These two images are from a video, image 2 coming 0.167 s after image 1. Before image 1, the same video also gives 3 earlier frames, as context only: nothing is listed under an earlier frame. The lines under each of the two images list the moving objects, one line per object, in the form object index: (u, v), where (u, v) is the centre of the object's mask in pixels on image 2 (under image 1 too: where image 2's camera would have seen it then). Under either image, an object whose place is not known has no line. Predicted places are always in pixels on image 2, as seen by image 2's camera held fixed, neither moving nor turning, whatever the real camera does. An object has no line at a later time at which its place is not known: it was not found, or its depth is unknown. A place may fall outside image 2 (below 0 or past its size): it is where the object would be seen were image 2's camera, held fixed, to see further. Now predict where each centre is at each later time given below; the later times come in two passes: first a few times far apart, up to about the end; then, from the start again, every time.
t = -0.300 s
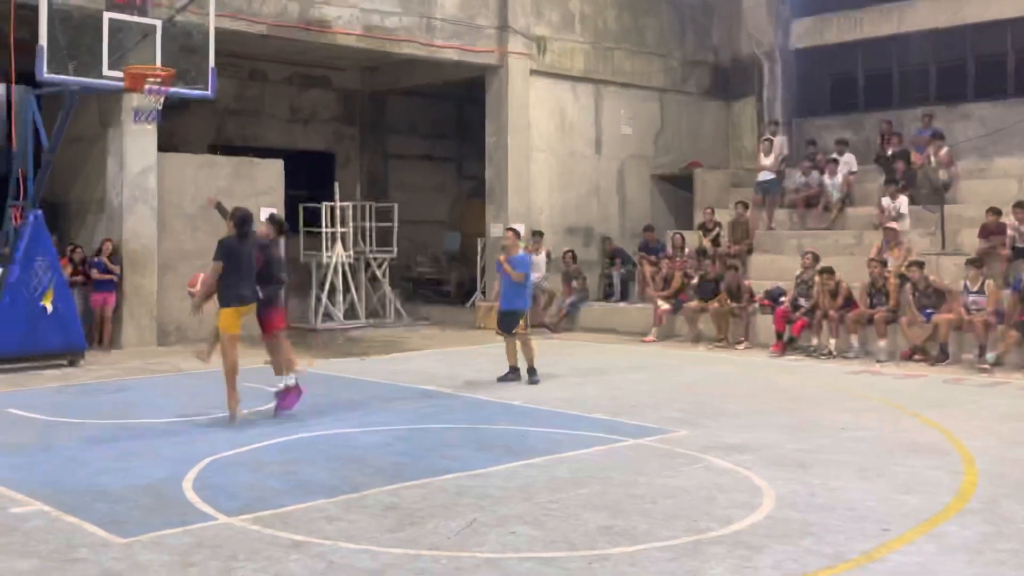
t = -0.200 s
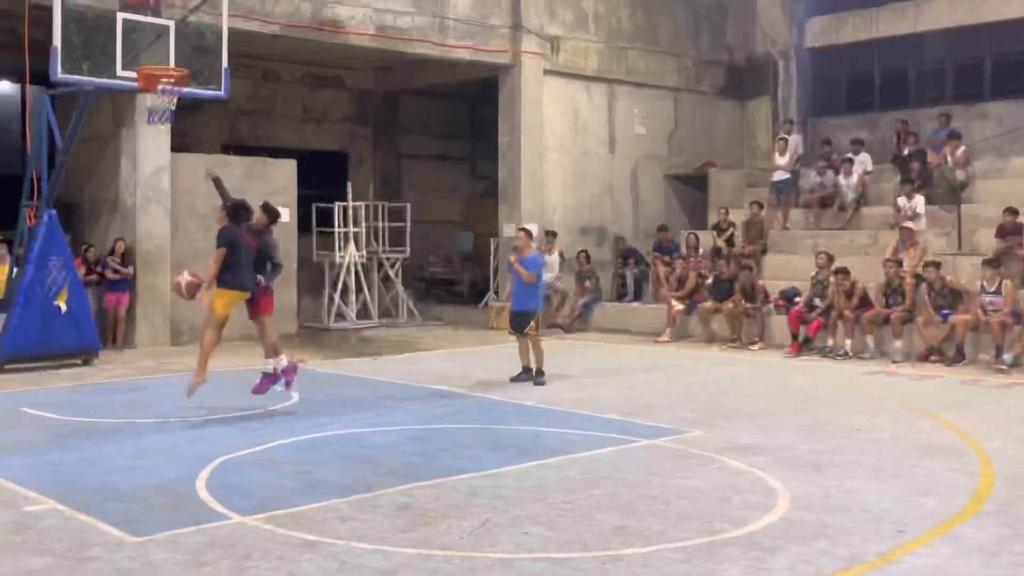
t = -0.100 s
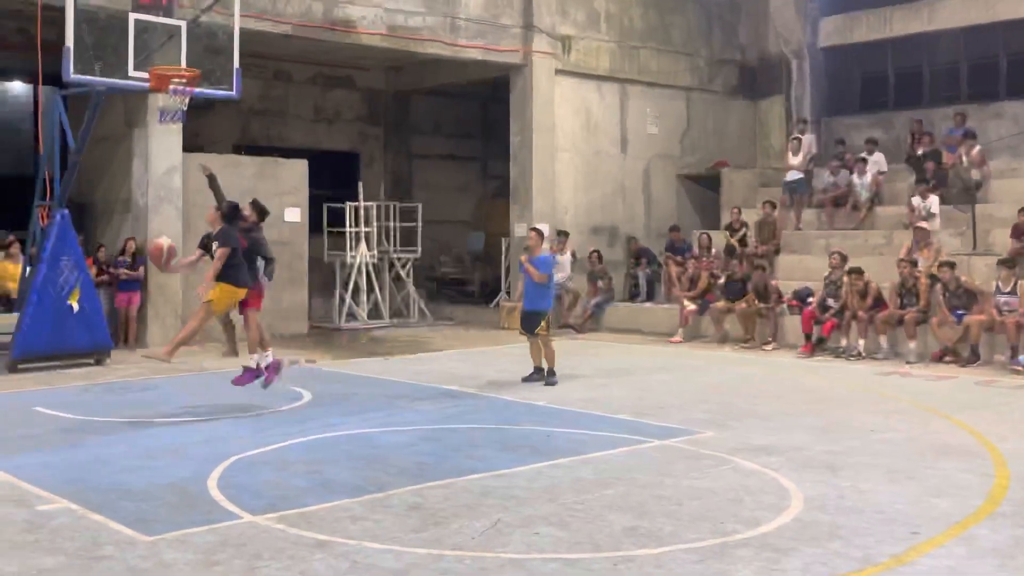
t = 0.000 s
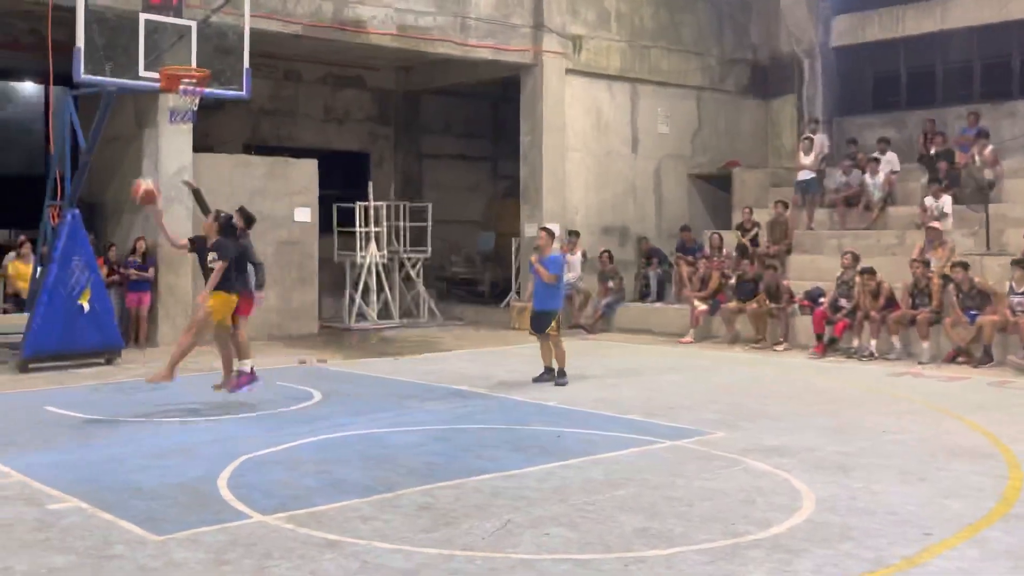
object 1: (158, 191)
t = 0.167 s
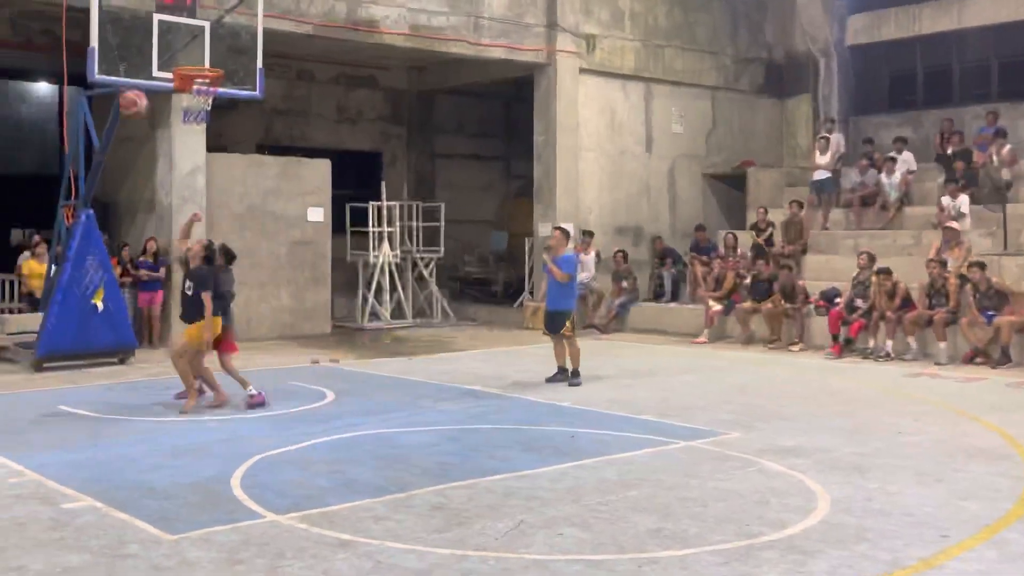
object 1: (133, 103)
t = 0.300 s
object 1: (114, 58)
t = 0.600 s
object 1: (70, 31)
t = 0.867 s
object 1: (35, 89)
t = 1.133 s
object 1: (2, 216)
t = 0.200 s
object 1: (129, 90)
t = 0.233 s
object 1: (124, 79)
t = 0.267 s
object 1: (118, 67)
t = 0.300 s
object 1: (114, 58)
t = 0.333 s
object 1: (109, 51)
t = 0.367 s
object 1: (104, 44)
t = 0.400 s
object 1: (99, 38)
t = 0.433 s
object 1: (94, 35)
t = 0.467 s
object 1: (89, 31)
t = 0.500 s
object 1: (84, 29)
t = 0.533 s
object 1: (79, 29)
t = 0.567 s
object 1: (75, 30)
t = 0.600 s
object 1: (70, 31)
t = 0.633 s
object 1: (66, 36)
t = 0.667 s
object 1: (61, 40)
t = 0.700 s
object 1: (57, 45)
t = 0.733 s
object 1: (52, 52)
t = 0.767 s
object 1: (47, 60)
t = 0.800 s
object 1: (44, 68)
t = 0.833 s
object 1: (40, 79)
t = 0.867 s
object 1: (35, 89)
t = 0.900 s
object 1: (29, 101)
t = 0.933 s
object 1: (26, 114)
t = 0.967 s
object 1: (22, 130)
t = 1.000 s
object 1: (18, 145)
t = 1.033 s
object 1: (14, 161)
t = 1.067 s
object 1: (10, 178)
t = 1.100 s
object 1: (6, 197)
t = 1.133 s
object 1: (2, 216)
